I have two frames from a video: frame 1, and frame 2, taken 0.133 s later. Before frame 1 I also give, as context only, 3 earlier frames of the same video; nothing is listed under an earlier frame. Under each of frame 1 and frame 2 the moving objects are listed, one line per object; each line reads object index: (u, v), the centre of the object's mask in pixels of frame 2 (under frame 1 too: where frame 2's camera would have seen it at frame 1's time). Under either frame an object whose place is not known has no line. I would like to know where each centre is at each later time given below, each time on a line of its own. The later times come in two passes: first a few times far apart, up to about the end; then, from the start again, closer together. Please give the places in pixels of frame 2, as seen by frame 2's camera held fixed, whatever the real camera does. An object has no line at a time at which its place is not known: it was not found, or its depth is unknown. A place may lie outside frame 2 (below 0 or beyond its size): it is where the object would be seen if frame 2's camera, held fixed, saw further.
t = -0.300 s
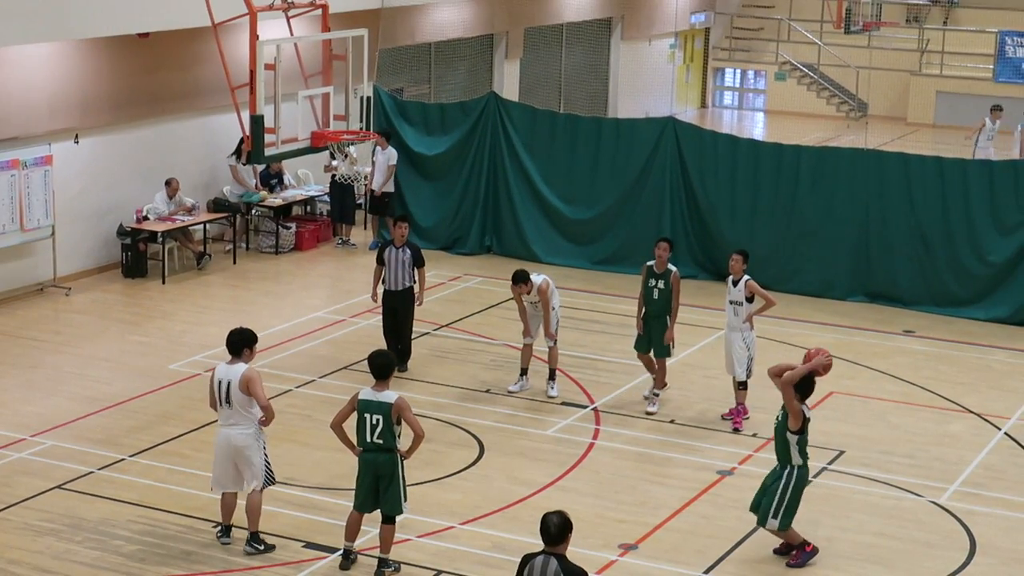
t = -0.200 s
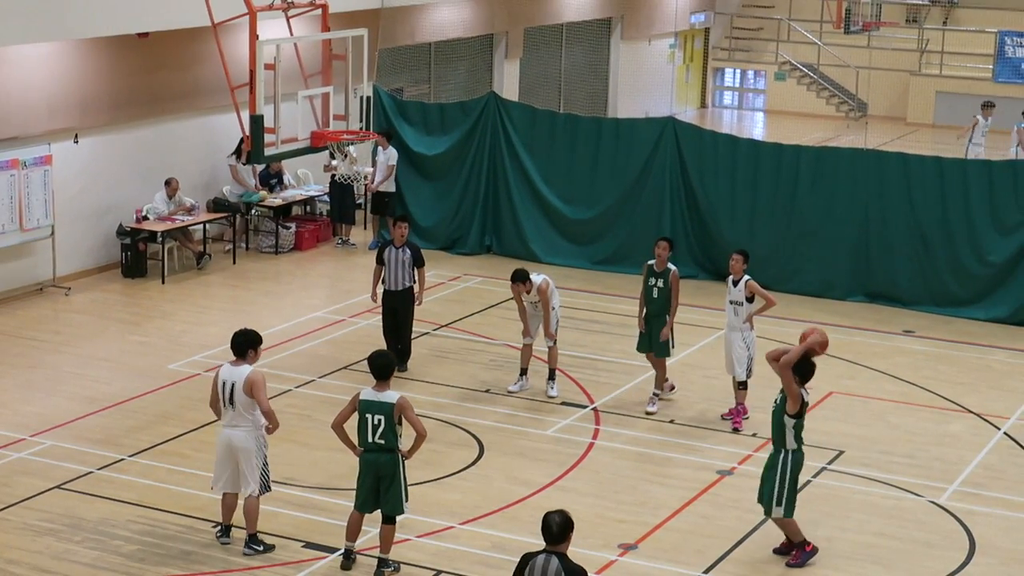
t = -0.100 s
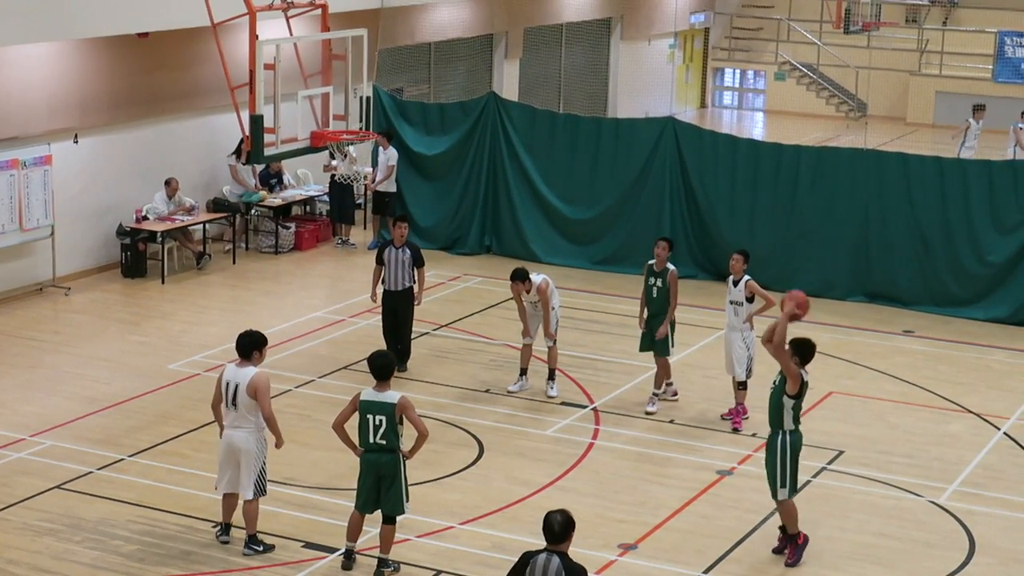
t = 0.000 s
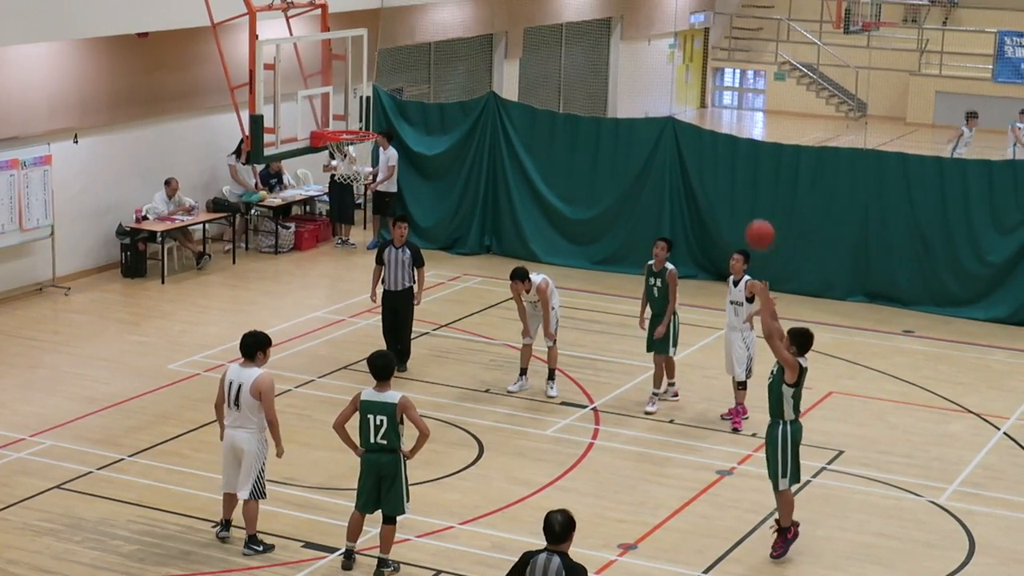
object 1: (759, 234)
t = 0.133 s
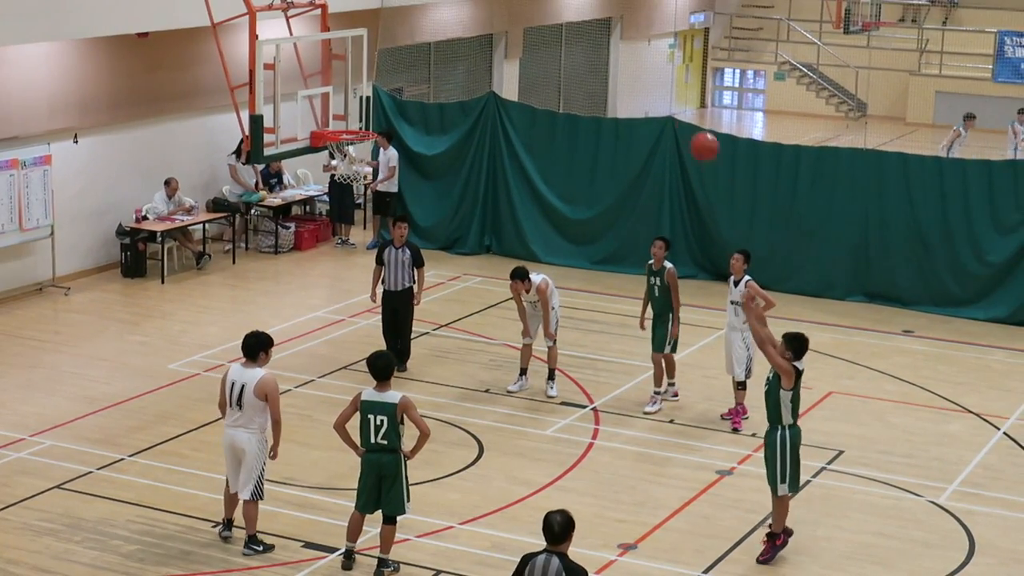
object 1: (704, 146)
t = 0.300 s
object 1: (636, 67)
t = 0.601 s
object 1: (517, 11)
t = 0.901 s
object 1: (408, 51)
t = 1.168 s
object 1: (338, 86)
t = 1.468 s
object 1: (340, 27)
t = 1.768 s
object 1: (352, 67)
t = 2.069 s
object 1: (351, 130)
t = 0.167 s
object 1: (690, 129)
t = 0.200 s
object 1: (677, 111)
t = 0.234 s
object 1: (663, 95)
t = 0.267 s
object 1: (650, 81)
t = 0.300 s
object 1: (636, 67)
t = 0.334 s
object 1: (622, 55)
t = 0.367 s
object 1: (609, 45)
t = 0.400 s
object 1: (596, 36)
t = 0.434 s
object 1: (582, 28)
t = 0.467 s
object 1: (570, 22)
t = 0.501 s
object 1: (557, 17)
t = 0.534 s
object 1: (544, 13)
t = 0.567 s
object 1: (531, 12)
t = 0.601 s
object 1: (517, 11)
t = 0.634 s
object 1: (505, 11)
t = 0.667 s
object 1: (492, 11)
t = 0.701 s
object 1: (480, 12)
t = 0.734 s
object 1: (468, 16)
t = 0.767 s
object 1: (455, 21)
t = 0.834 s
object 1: (432, 33)
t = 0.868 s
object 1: (420, 42)
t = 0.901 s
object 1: (408, 51)
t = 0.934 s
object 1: (396, 60)
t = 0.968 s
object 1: (385, 72)
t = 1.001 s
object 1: (374, 84)
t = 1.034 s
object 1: (362, 98)
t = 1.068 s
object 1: (350, 112)
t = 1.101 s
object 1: (344, 115)
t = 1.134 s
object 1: (341, 100)
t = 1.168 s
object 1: (338, 86)
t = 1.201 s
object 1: (335, 73)
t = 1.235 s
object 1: (332, 62)
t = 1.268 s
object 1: (332, 53)
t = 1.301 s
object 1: (334, 45)
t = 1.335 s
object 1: (335, 39)
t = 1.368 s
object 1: (337, 35)
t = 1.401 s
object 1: (338, 31)
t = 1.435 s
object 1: (339, 28)
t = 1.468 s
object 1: (340, 27)
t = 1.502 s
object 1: (342, 26)
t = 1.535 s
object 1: (343, 27)
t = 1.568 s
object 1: (344, 29)
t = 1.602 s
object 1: (346, 33)
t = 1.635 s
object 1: (347, 37)
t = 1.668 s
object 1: (348, 43)
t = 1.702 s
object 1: (349, 50)
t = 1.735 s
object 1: (350, 58)
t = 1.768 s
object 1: (352, 67)
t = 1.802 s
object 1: (354, 77)
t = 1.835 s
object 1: (355, 89)
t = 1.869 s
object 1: (357, 101)
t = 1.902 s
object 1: (358, 115)
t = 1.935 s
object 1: (358, 128)
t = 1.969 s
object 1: (352, 128)
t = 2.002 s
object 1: (346, 129)
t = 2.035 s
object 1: (344, 130)
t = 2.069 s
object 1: (351, 130)
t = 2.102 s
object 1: (357, 132)
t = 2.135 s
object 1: (360, 133)
